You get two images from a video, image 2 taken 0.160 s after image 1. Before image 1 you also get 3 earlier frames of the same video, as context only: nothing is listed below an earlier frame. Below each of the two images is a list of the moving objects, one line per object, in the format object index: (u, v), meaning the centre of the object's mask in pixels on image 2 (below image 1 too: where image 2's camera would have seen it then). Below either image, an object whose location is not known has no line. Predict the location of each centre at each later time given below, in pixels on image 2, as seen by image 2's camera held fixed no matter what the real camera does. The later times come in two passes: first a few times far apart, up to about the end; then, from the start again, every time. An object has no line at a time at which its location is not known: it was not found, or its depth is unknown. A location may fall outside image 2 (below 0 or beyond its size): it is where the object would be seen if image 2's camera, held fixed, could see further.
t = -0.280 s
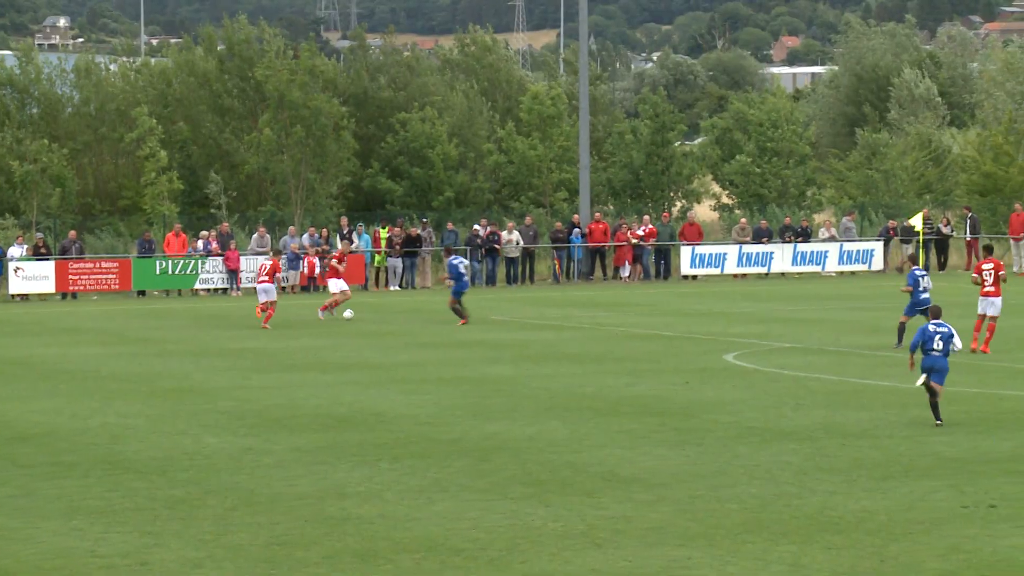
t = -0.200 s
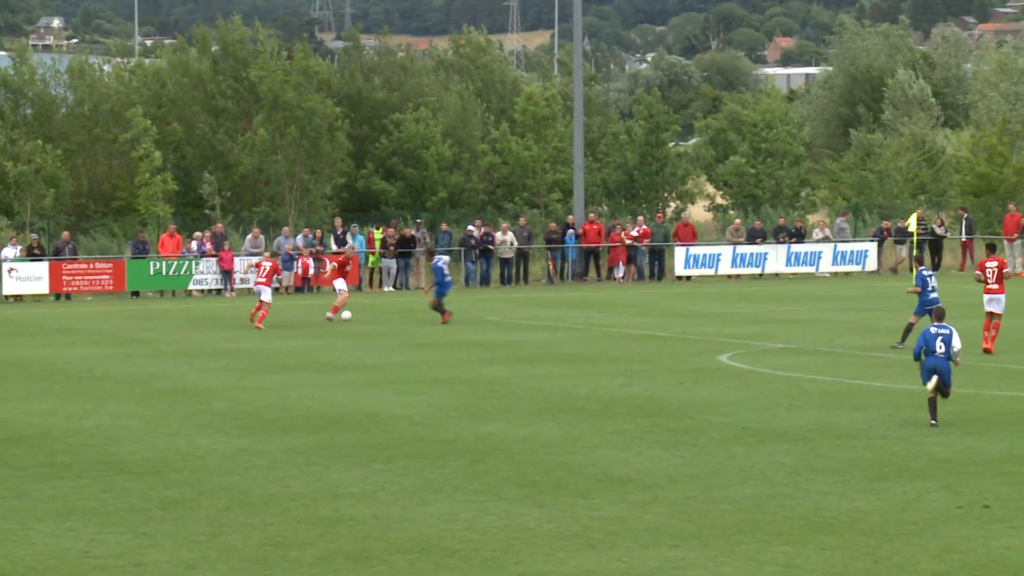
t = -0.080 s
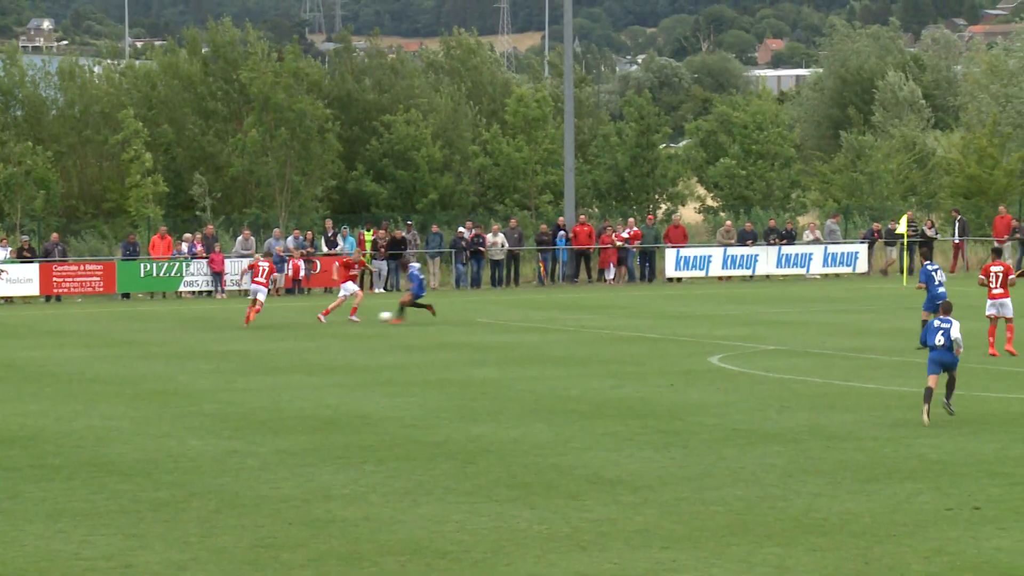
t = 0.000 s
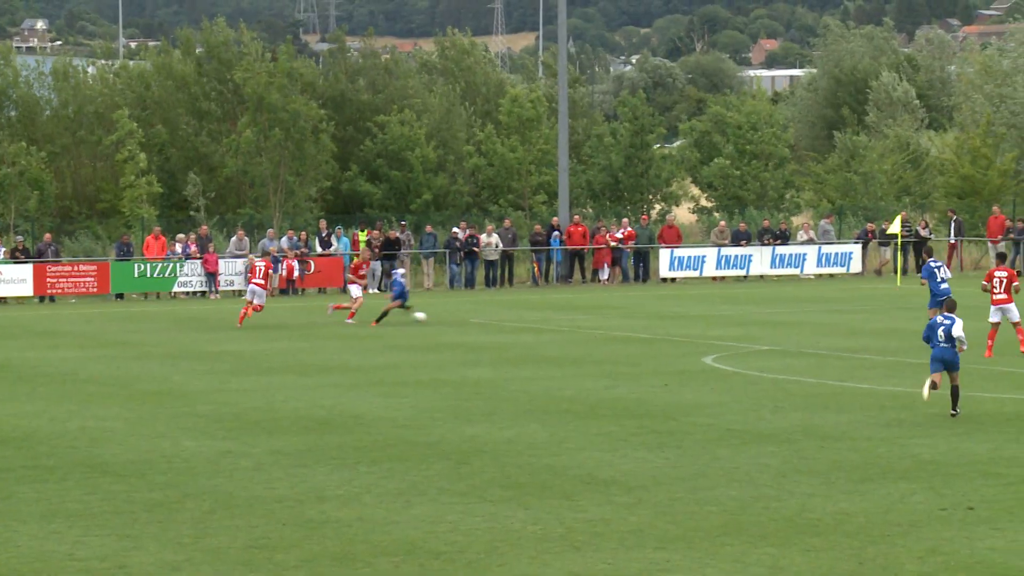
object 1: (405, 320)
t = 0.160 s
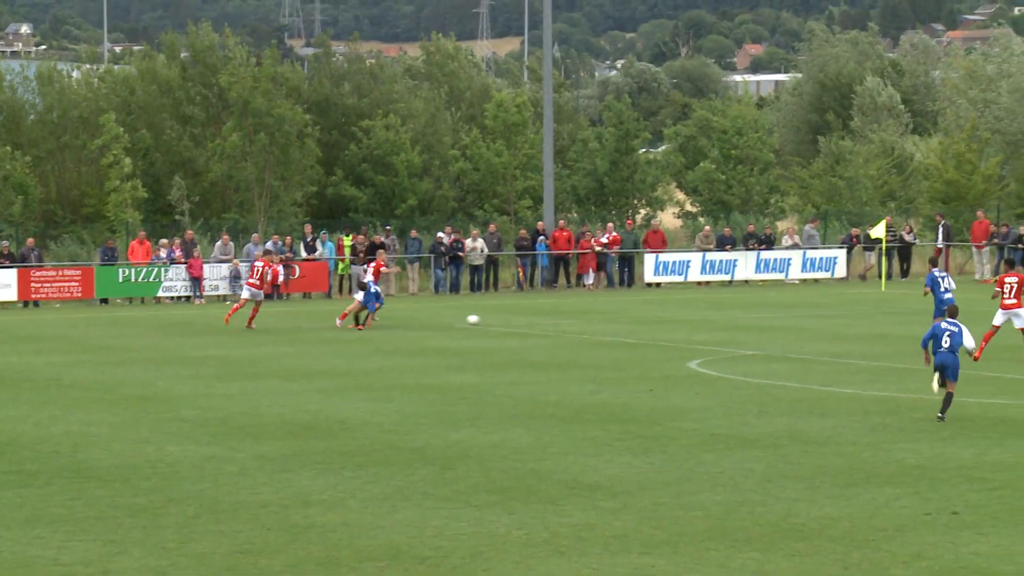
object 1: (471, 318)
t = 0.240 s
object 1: (505, 319)
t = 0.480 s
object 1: (588, 317)
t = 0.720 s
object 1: (655, 316)
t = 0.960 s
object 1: (709, 316)
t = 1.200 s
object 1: (758, 314)
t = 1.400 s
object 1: (795, 314)
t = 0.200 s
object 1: (489, 319)
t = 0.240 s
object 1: (505, 319)
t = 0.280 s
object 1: (519, 318)
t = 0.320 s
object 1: (535, 318)
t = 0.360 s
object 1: (548, 318)
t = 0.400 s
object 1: (562, 318)
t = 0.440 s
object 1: (576, 317)
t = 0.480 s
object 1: (588, 317)
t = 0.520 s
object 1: (601, 317)
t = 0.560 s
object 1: (612, 317)
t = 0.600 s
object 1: (624, 317)
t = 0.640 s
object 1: (634, 317)
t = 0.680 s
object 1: (645, 316)
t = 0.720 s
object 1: (655, 316)
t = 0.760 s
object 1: (665, 316)
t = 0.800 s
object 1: (674, 316)
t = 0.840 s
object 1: (683, 316)
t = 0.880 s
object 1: (692, 316)
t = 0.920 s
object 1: (701, 315)
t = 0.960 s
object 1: (709, 316)
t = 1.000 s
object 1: (718, 315)
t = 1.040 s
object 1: (726, 315)
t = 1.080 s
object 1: (734, 315)
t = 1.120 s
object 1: (742, 315)
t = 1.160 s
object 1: (750, 315)
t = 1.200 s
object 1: (758, 314)
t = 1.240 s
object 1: (765, 315)
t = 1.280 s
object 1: (773, 314)
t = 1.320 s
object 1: (781, 314)
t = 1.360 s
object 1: (788, 314)
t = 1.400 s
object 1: (795, 314)
